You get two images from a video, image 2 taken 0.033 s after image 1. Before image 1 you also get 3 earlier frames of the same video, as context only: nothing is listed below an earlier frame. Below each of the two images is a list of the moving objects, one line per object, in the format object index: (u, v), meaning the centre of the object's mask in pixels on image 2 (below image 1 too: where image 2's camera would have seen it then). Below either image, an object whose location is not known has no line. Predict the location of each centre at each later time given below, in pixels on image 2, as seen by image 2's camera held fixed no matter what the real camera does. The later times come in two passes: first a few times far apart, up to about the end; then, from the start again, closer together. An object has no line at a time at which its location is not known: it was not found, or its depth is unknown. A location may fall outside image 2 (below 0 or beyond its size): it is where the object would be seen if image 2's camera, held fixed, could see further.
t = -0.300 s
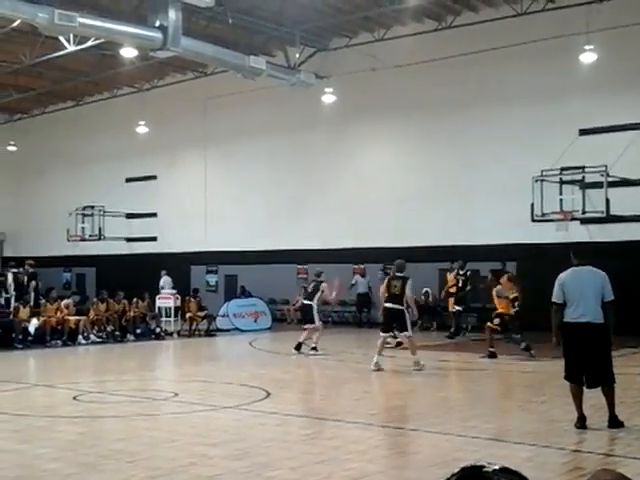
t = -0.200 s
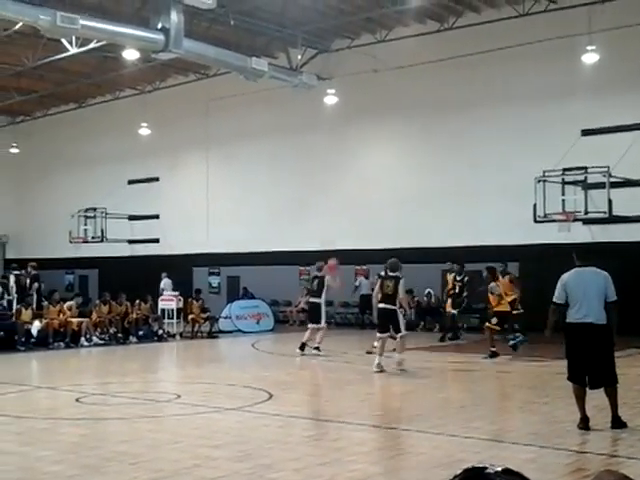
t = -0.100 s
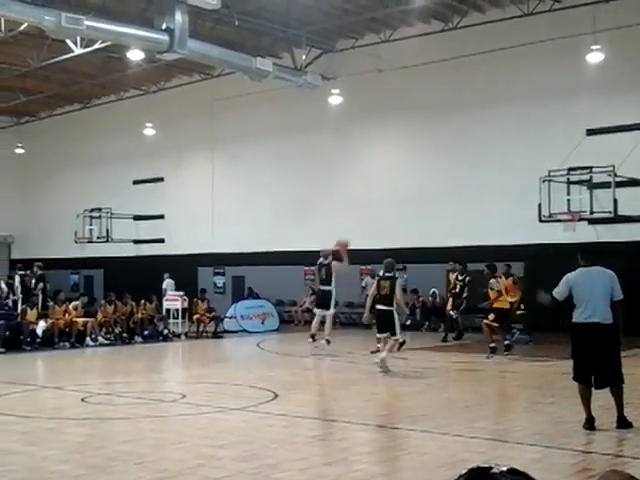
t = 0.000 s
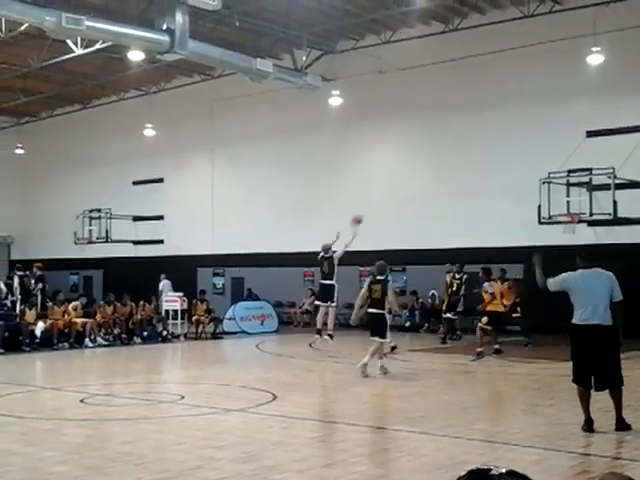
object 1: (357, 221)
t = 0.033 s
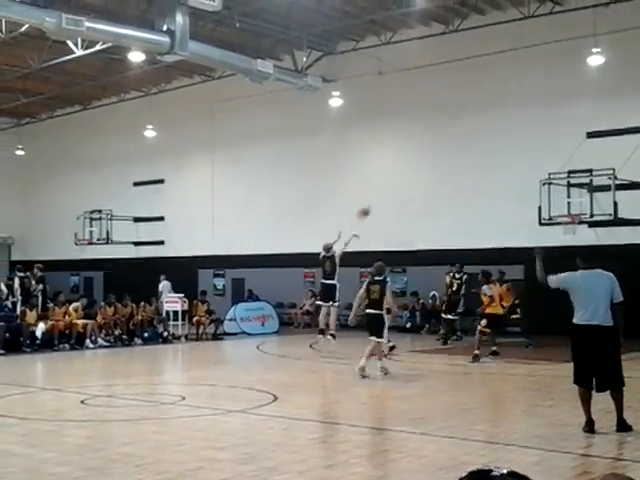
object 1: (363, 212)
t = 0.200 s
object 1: (397, 174)
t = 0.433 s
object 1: (441, 144)
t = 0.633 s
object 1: (477, 138)
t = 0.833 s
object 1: (510, 150)
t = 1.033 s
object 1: (544, 178)
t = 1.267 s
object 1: (568, 227)
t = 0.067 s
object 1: (370, 204)
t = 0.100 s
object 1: (377, 195)
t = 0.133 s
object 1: (384, 188)
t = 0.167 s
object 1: (390, 180)
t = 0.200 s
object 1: (397, 174)
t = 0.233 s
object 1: (403, 168)
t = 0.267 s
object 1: (410, 163)
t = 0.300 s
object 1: (416, 158)
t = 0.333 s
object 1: (423, 154)
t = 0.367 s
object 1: (429, 150)
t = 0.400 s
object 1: (435, 147)
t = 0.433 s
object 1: (441, 144)
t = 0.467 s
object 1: (448, 142)
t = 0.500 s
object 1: (454, 140)
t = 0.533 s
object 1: (460, 139)
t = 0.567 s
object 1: (465, 138)
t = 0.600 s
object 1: (471, 138)
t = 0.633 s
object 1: (477, 138)
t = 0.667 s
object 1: (483, 139)
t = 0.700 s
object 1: (488, 141)
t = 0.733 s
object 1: (494, 142)
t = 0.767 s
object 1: (499, 144)
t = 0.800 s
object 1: (505, 147)
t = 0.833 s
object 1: (510, 150)
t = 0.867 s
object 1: (516, 153)
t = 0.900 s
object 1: (521, 157)
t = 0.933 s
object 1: (527, 162)
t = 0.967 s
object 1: (532, 167)
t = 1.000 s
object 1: (538, 172)
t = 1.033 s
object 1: (544, 178)
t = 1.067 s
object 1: (548, 185)
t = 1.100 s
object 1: (554, 190)
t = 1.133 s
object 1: (559, 198)
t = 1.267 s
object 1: (568, 227)
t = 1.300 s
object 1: (567, 233)
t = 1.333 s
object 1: (566, 241)
